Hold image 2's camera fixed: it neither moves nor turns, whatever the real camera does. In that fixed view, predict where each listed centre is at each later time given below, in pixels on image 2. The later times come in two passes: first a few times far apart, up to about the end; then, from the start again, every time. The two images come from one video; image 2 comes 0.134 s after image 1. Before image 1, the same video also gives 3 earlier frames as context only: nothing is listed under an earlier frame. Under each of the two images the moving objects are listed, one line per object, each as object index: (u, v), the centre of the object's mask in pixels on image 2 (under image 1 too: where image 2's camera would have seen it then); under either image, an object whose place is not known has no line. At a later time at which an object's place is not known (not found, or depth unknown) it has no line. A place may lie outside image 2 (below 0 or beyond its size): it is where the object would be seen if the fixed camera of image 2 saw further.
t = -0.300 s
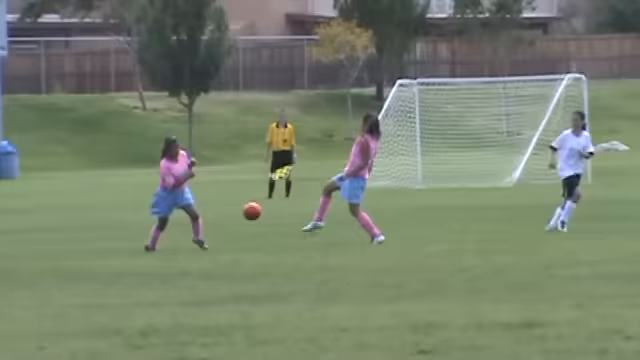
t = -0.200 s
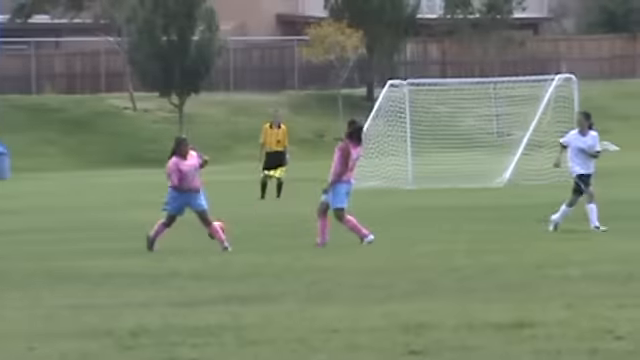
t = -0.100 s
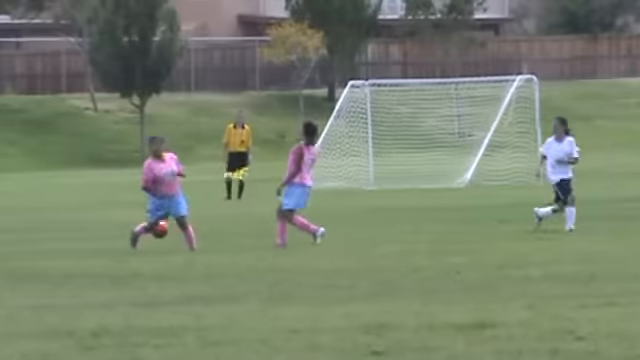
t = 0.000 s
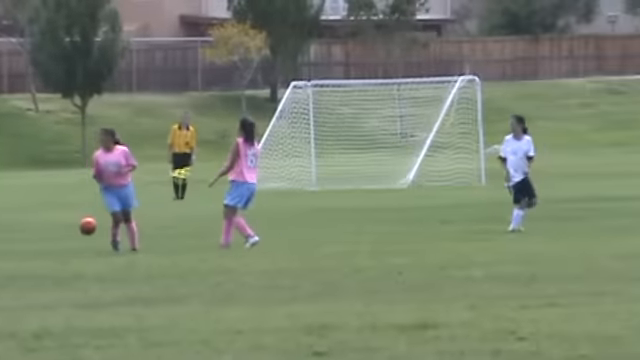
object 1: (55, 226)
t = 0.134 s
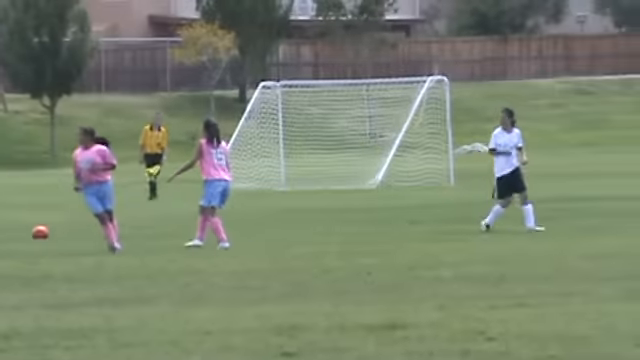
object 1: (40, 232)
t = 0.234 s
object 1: (30, 227)
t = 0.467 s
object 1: (10, 232)
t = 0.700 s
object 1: (-2, 228)
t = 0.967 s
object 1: (-16, 228)
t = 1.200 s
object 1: (-28, 226)
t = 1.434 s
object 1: (-38, 226)
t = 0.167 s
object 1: (37, 232)
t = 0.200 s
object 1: (33, 230)
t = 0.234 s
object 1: (30, 227)
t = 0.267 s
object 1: (27, 226)
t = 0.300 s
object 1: (23, 226)
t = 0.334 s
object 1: (20, 226)
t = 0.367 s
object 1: (16, 227)
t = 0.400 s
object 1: (16, 228)
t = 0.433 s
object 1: (12, 231)
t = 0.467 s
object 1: (10, 232)
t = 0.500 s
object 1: (8, 230)
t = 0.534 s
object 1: (7, 228)
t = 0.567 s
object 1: (5, 226)
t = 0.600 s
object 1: (3, 225)
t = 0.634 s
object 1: (2, 225)
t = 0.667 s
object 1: (0, 227)
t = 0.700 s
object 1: (-2, 228)
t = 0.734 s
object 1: (-4, 229)
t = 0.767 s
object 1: (-6, 228)
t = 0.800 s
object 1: (-8, 228)
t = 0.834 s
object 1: (-10, 227)
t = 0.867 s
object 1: (-12, 227)
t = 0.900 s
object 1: (-13, 227)
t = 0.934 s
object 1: (-15, 227)
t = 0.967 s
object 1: (-16, 228)
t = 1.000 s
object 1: (-19, 227)
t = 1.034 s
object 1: (-20, 226)
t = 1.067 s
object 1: (-22, 226)
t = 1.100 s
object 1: (-24, 227)
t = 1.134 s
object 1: (-26, 227)
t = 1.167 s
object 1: (-27, 227)
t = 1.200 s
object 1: (-28, 226)
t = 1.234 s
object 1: (-30, 225)
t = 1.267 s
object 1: (-32, 224)
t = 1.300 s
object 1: (-33, 225)
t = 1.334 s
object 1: (-34, 226)
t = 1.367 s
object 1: (-35, 227)
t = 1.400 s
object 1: (-37, 227)
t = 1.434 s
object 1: (-38, 226)
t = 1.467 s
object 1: (-40, 226)
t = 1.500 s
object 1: (-41, 226)
